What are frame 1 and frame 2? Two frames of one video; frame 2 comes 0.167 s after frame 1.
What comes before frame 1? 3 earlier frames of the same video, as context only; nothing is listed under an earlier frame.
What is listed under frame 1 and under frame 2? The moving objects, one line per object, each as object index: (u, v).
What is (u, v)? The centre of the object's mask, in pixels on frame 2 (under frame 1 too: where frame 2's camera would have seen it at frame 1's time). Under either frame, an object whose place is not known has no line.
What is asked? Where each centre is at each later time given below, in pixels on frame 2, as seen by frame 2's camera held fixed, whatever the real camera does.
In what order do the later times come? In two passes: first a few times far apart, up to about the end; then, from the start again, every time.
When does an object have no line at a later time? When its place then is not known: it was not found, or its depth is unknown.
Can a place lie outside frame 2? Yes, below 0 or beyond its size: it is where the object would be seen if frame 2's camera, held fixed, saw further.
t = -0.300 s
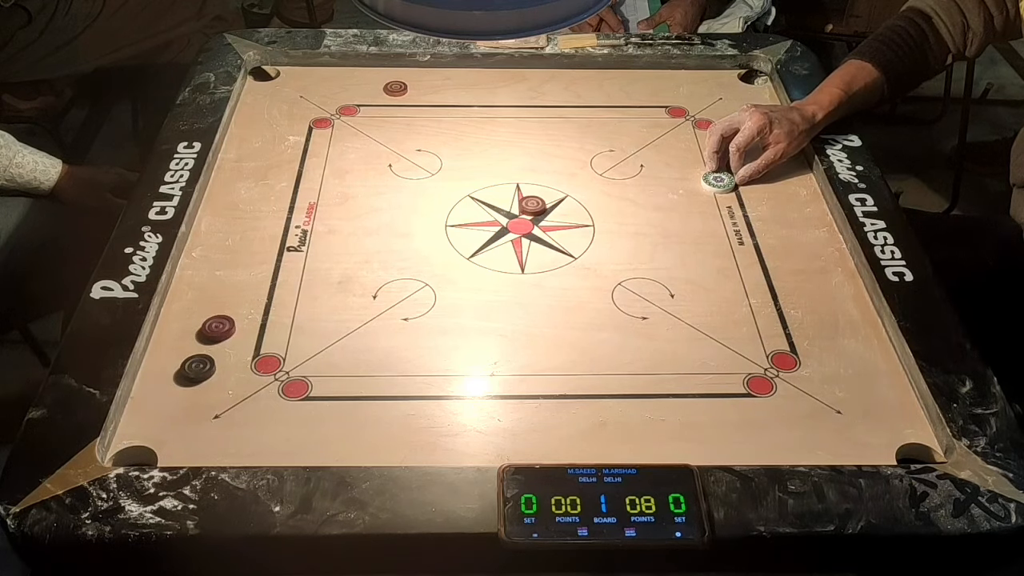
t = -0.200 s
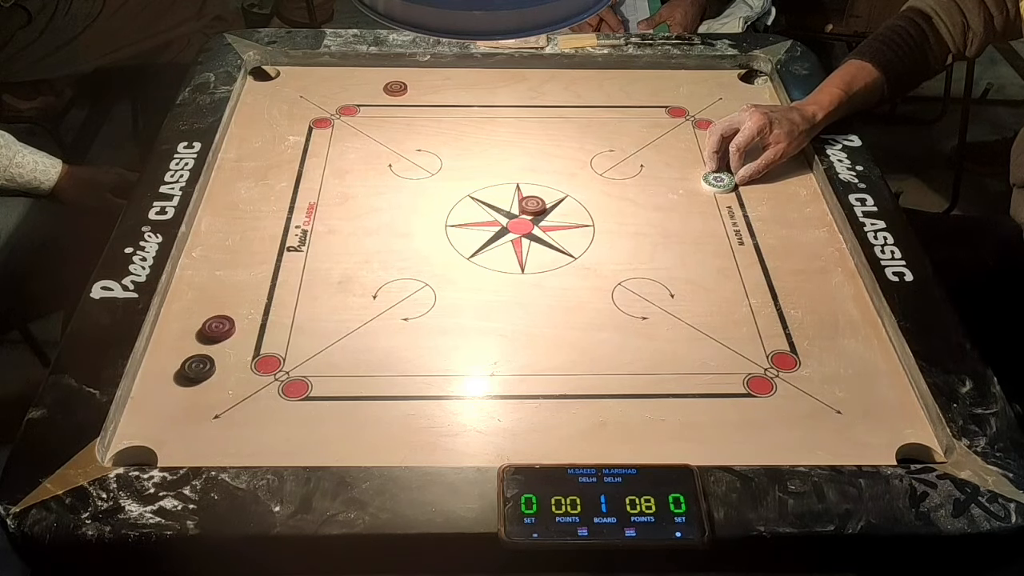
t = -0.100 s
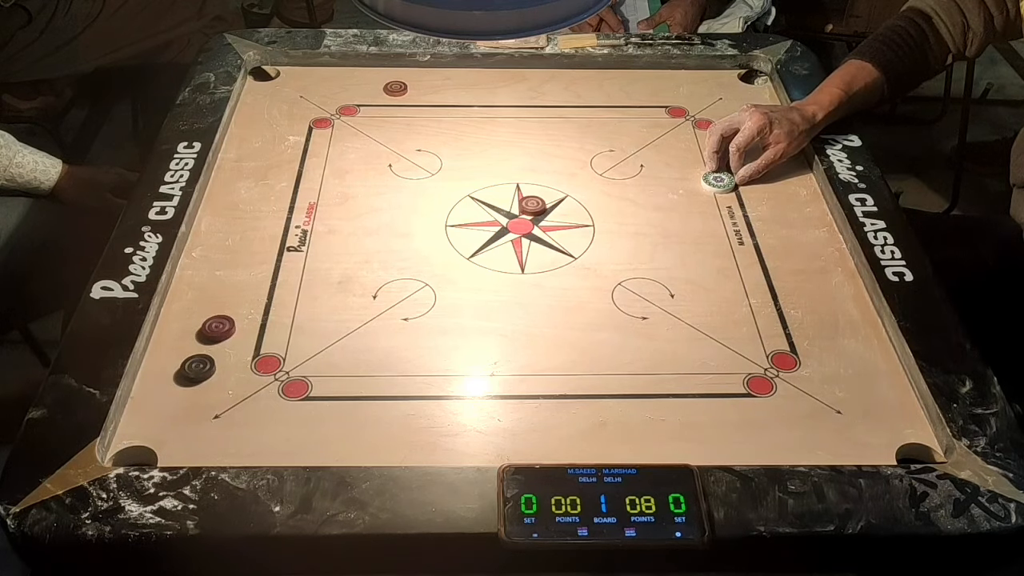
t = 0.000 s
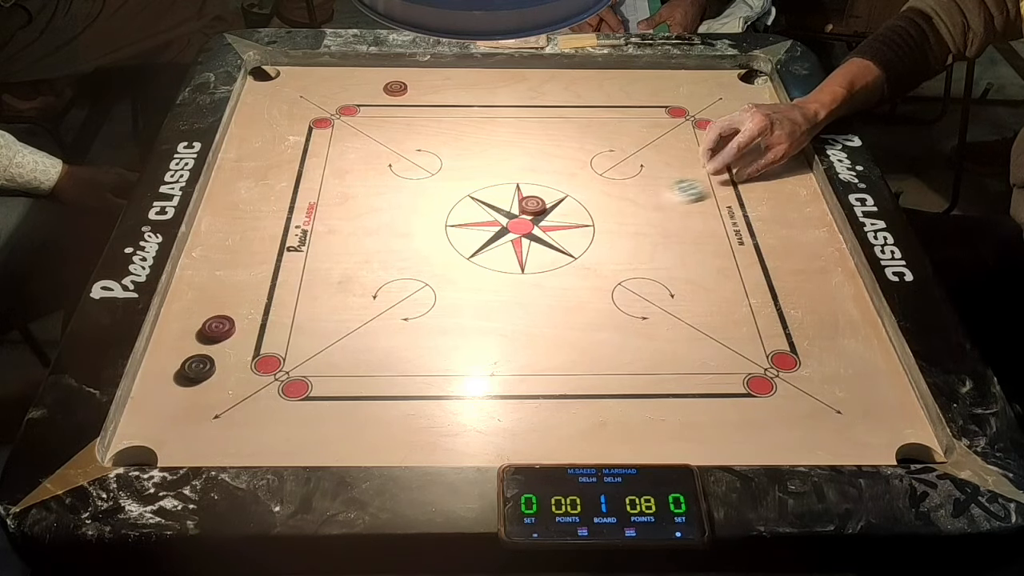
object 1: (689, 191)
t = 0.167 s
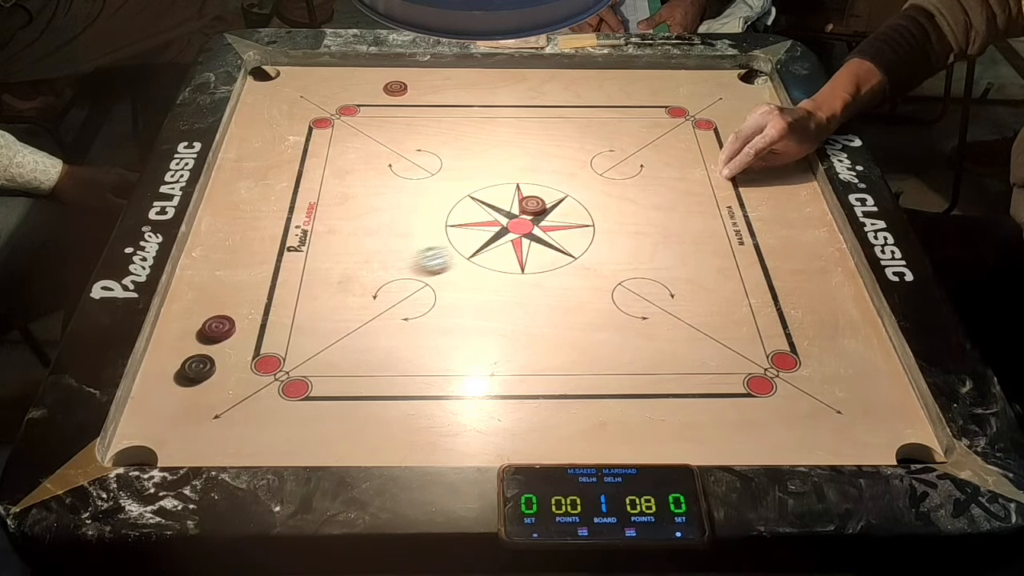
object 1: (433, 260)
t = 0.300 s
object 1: (228, 314)
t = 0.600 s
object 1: (313, 324)
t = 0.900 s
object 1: (388, 326)
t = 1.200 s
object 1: (392, 326)
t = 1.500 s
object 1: (392, 326)
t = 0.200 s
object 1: (380, 274)
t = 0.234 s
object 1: (326, 290)
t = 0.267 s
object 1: (271, 304)
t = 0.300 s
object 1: (228, 314)
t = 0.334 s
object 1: (199, 317)
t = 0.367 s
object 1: (181, 320)
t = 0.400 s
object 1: (204, 321)
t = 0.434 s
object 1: (226, 322)
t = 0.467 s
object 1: (246, 322)
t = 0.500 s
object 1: (265, 323)
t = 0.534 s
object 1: (283, 323)
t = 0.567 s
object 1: (298, 324)
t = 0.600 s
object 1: (313, 324)
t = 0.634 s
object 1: (327, 325)
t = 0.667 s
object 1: (339, 325)
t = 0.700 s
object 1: (350, 325)
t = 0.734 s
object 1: (360, 326)
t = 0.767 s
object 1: (368, 326)
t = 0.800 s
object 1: (375, 326)
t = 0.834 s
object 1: (380, 326)
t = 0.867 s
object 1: (385, 327)
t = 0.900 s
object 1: (388, 326)
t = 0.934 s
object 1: (390, 326)
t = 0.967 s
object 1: (392, 326)
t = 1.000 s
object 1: (392, 326)
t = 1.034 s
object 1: (392, 326)
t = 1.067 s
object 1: (392, 326)
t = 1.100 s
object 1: (392, 326)
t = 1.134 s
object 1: (392, 326)
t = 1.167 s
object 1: (392, 326)
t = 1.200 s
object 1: (392, 326)
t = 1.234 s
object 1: (392, 326)
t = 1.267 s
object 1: (392, 326)
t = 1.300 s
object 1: (392, 326)
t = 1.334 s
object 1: (392, 326)
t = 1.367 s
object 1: (392, 326)
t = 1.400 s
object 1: (392, 326)
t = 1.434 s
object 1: (392, 327)
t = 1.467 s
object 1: (392, 326)
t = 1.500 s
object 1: (392, 326)
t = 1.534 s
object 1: (392, 326)
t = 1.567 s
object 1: (392, 326)
